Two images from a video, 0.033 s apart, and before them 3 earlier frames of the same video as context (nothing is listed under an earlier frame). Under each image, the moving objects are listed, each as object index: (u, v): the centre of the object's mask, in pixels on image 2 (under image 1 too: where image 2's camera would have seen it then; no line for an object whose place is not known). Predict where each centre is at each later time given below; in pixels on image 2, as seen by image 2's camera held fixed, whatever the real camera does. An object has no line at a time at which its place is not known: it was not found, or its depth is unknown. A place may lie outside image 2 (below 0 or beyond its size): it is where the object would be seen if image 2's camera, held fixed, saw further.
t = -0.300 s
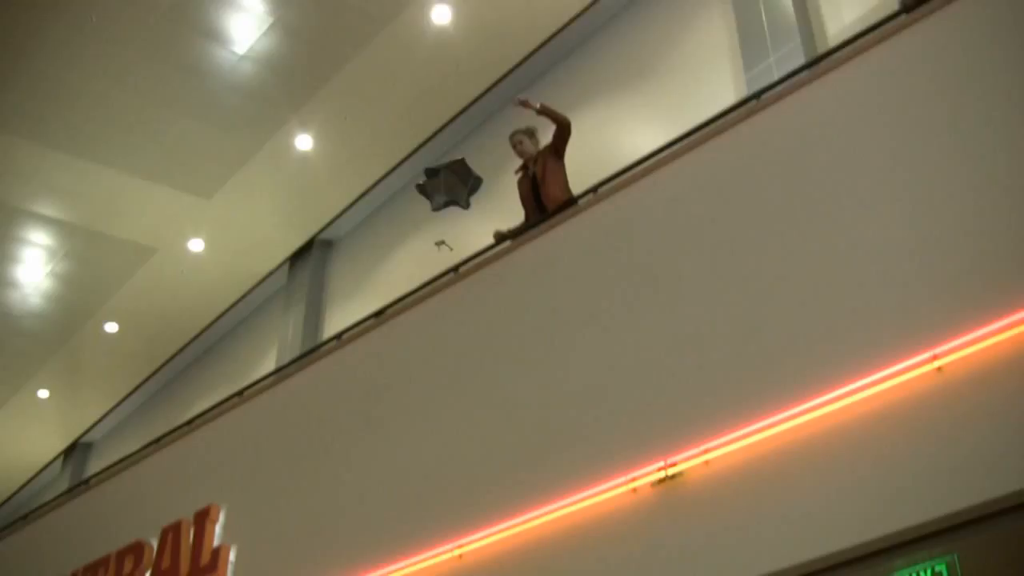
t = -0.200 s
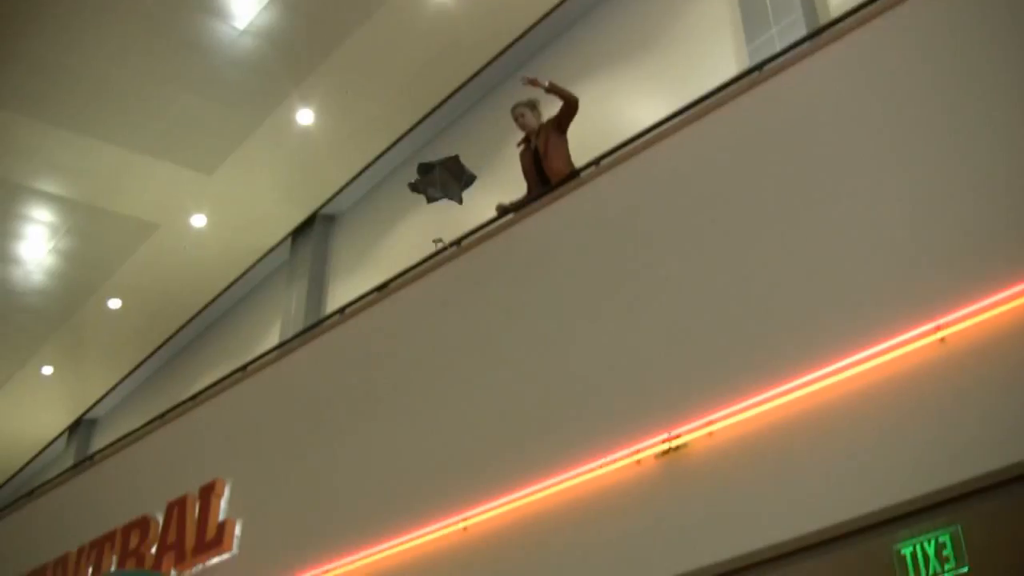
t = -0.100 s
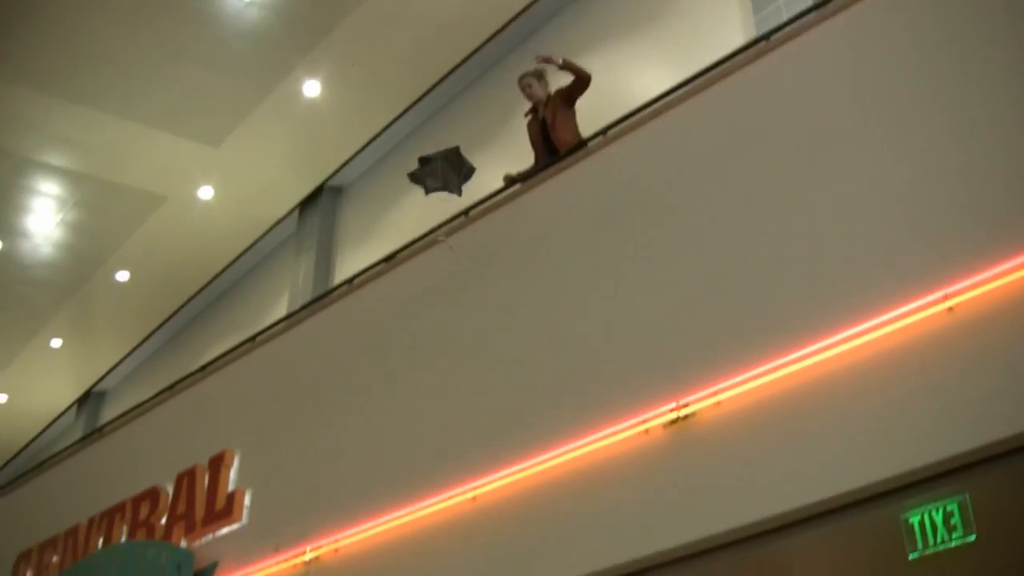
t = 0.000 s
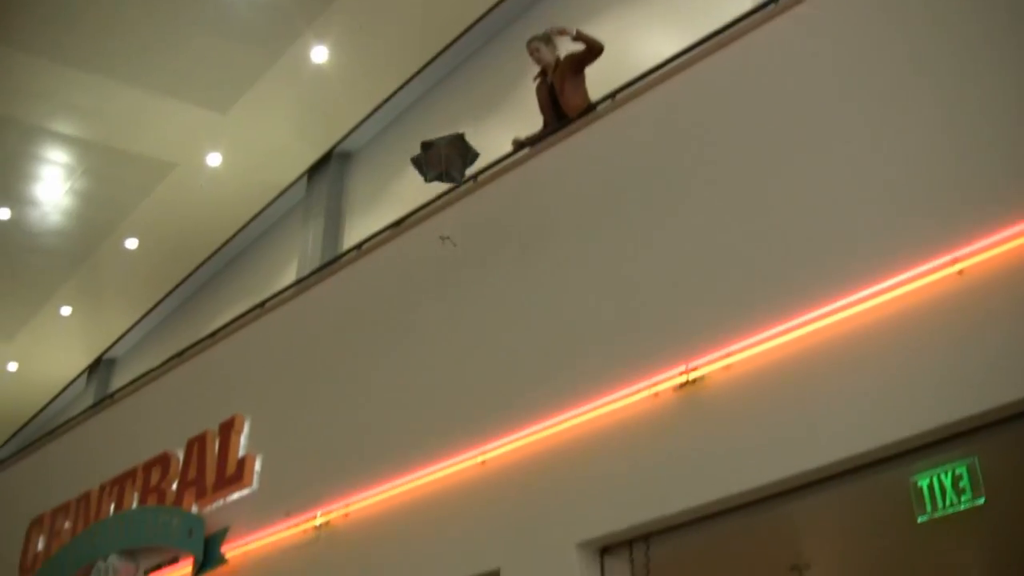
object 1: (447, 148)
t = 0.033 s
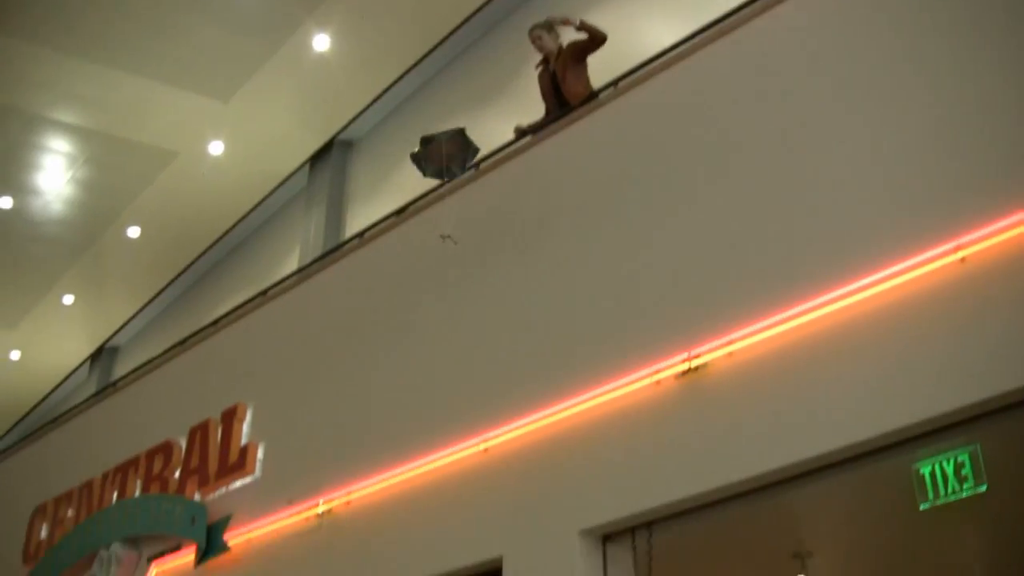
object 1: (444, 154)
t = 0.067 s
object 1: (443, 161)
